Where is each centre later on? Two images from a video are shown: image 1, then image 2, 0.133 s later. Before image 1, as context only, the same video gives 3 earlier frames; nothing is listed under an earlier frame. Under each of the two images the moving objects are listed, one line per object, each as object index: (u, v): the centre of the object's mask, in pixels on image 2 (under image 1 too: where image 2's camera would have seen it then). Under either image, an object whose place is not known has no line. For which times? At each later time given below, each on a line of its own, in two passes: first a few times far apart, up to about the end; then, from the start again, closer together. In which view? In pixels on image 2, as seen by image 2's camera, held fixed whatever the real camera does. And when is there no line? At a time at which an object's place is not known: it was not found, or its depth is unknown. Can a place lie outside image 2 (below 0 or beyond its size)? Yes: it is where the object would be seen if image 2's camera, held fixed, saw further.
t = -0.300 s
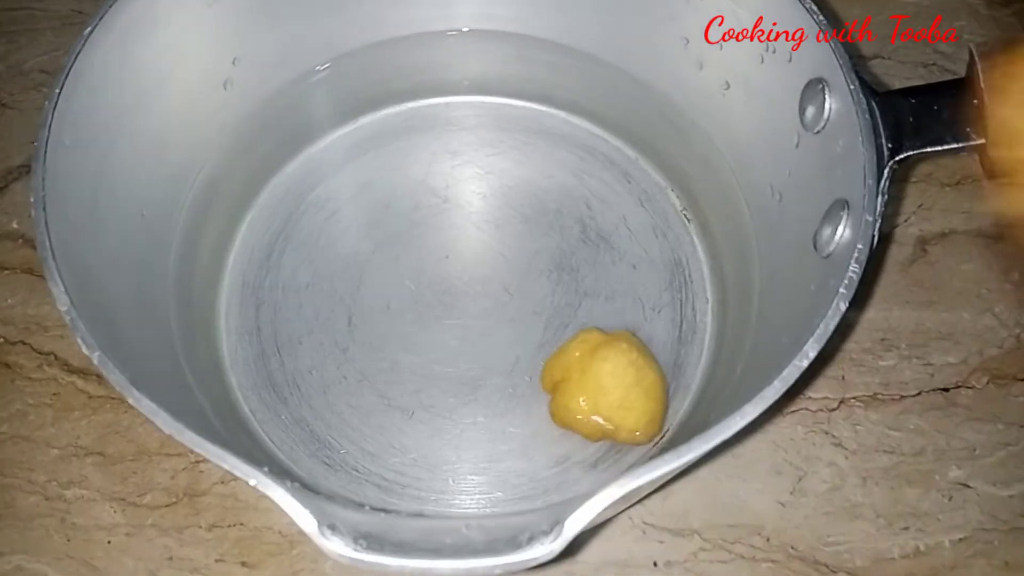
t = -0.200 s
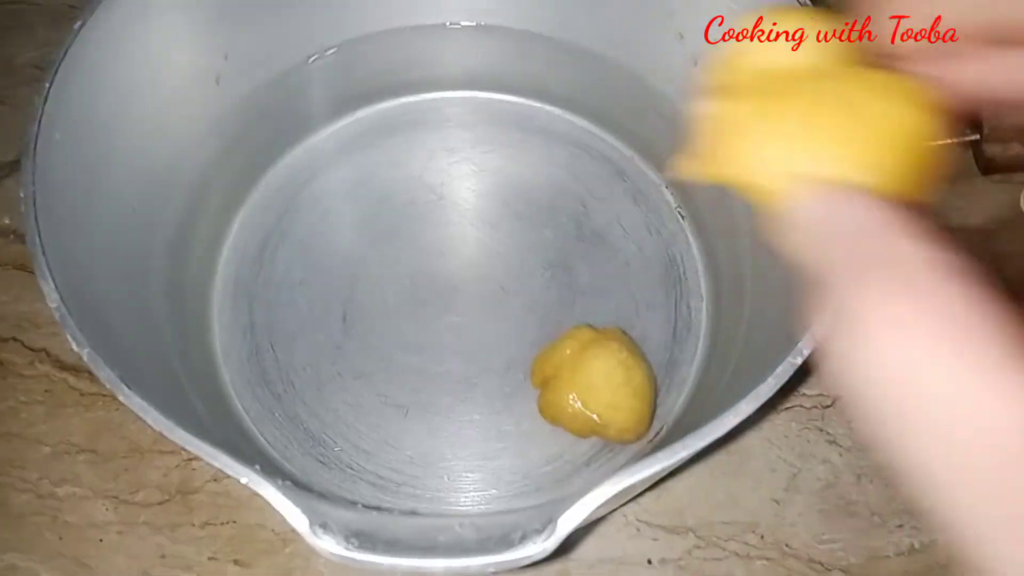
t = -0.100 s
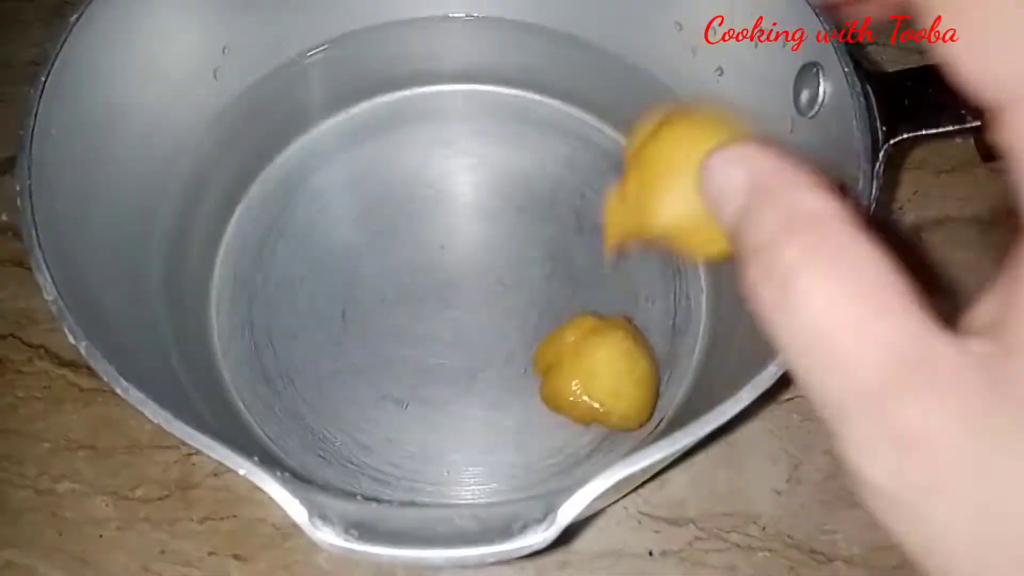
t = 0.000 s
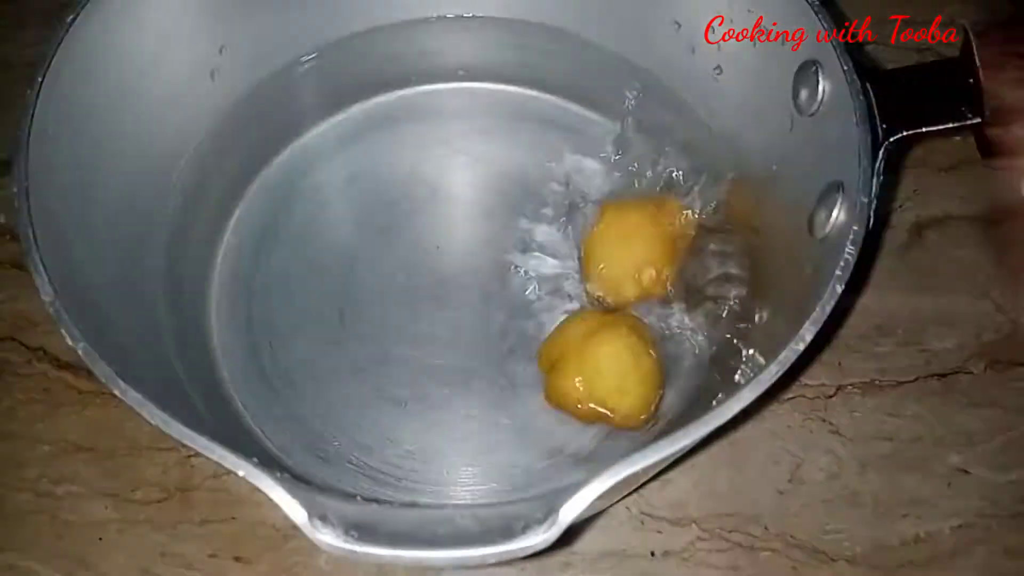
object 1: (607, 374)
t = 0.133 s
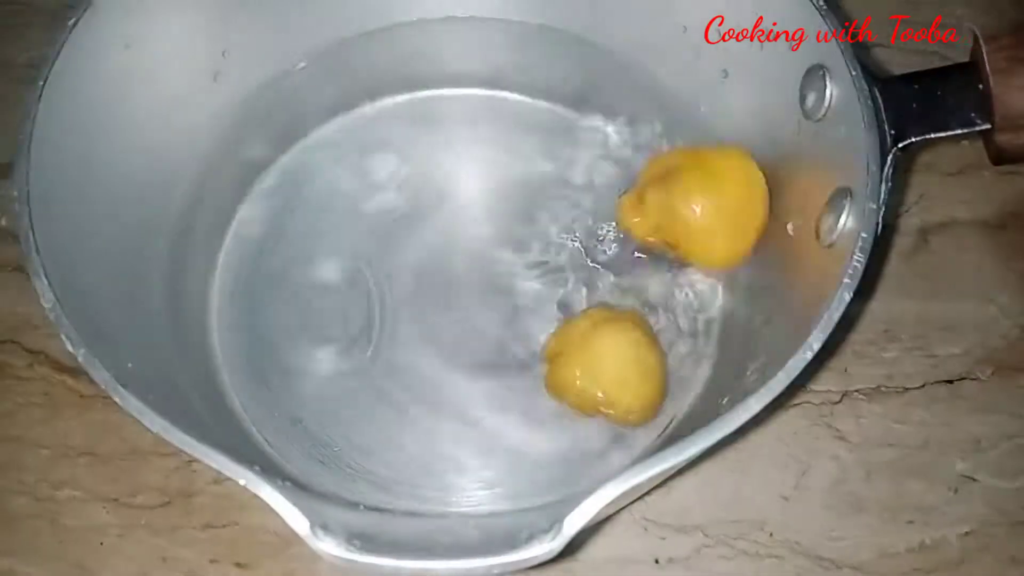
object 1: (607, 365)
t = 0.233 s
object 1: (608, 361)
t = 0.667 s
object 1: (609, 342)
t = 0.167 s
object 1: (607, 363)
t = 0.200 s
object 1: (608, 361)
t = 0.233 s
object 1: (608, 361)
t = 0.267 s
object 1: (607, 359)
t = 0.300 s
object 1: (607, 361)
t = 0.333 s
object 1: (604, 361)
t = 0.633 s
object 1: (612, 343)
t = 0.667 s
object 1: (609, 342)
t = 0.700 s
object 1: (608, 341)
